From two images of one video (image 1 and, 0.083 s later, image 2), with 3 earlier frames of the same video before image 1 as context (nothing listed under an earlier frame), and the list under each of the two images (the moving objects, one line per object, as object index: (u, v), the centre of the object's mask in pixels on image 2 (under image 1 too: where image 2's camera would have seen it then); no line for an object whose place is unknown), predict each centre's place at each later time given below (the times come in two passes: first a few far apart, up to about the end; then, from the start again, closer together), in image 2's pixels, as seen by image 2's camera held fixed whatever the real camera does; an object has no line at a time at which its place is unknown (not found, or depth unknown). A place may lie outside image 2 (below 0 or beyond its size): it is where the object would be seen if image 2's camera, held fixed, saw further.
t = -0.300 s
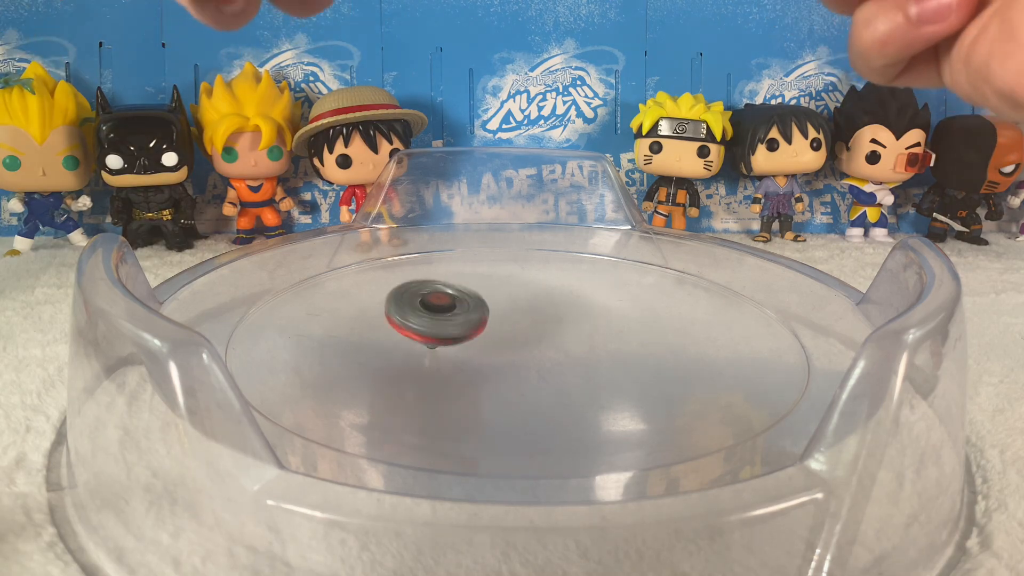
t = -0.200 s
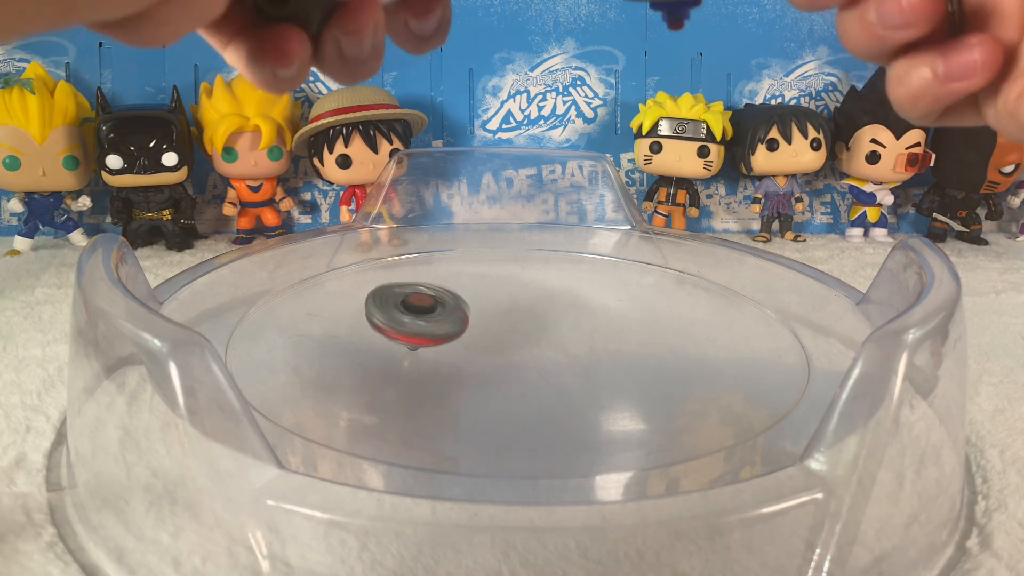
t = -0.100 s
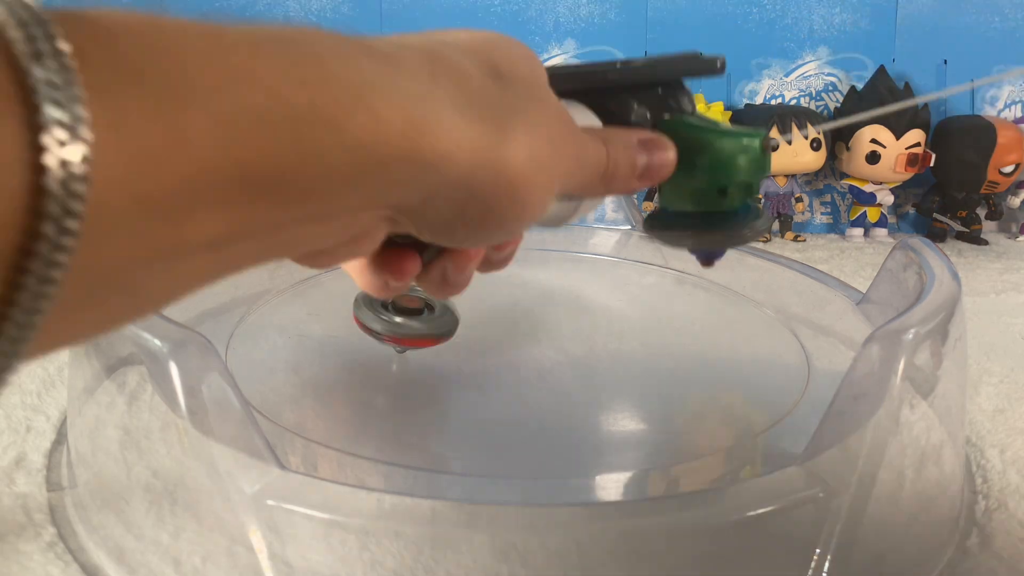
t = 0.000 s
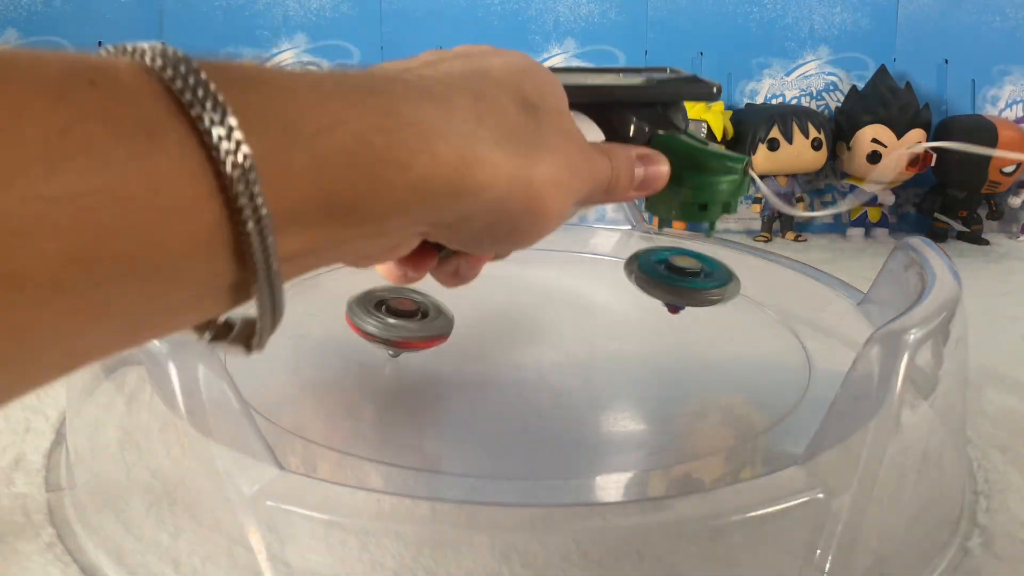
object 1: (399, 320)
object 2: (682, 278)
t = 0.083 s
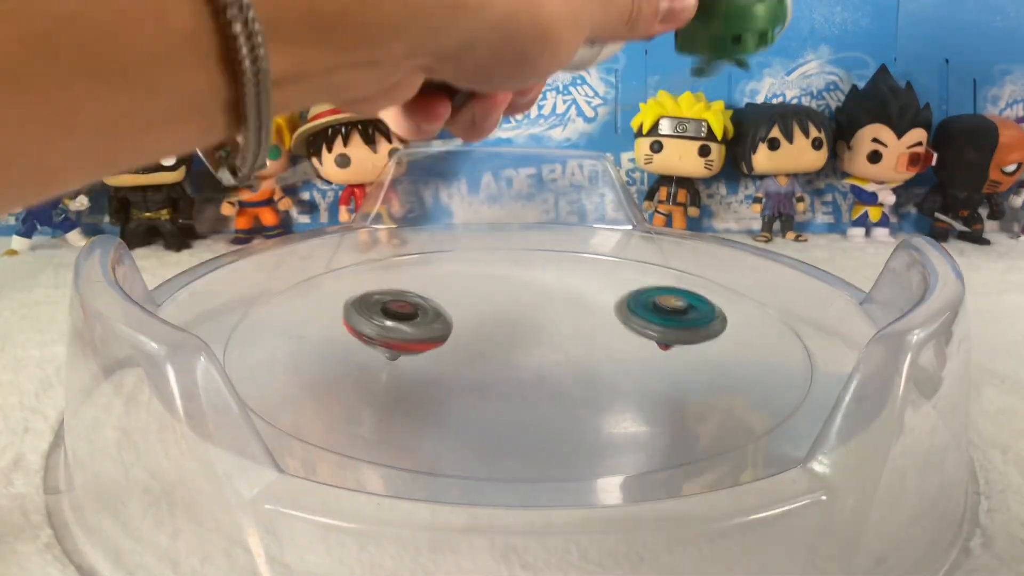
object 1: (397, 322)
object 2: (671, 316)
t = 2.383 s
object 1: (663, 344)
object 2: (514, 356)
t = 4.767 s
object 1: (396, 319)
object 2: (527, 324)
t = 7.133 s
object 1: (686, 324)
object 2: (463, 363)
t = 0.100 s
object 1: (397, 323)
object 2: (665, 304)
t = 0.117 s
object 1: (398, 324)
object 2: (659, 298)
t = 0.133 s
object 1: (399, 324)
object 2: (654, 298)
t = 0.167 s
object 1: (402, 327)
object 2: (642, 314)
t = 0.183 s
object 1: (404, 327)
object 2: (635, 301)
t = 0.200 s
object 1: (406, 329)
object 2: (629, 292)
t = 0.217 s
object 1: (408, 331)
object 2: (622, 288)
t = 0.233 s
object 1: (409, 332)
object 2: (615, 289)
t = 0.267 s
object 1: (412, 335)
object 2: (595, 278)
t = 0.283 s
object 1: (415, 337)
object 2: (585, 275)
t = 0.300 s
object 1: (416, 338)
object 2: (574, 272)
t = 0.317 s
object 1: (417, 339)
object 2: (564, 269)
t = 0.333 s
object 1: (419, 341)
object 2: (554, 266)
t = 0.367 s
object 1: (422, 344)
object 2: (532, 262)
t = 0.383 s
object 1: (424, 345)
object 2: (521, 261)
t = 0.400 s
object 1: (425, 346)
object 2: (510, 260)
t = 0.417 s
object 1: (427, 347)
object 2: (499, 260)
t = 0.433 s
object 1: (429, 349)
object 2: (488, 260)
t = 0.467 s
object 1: (434, 352)
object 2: (467, 263)
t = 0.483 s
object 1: (436, 353)
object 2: (457, 265)
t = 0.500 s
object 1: (439, 354)
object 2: (449, 268)
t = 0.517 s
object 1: (441, 356)
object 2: (440, 271)
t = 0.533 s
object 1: (444, 357)
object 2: (433, 275)
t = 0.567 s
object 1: (447, 359)
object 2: (420, 283)
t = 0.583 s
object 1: (449, 361)
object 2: (415, 288)
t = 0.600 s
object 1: (451, 362)
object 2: (411, 293)
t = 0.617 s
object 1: (453, 363)
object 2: (409, 299)
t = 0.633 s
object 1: (456, 364)
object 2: (409, 304)
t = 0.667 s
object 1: (460, 367)
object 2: (411, 314)
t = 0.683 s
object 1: (461, 368)
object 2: (414, 318)
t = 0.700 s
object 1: (464, 369)
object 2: (418, 322)
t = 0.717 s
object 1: (466, 370)
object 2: (423, 326)
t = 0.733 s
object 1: (473, 374)
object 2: (428, 328)
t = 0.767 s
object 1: (491, 386)
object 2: (438, 330)
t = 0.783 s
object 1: (499, 391)
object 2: (442, 331)
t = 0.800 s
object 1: (505, 395)
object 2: (445, 333)
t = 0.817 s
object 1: (510, 398)
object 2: (450, 334)
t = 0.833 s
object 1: (513, 400)
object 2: (454, 335)
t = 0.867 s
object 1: (516, 404)
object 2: (464, 338)
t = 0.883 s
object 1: (515, 405)
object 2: (470, 339)
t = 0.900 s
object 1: (513, 406)
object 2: (475, 340)
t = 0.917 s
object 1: (511, 407)
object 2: (481, 341)
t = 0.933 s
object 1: (507, 408)
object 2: (488, 341)
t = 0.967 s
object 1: (501, 408)
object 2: (499, 342)
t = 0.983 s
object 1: (497, 408)
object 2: (506, 342)
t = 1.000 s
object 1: (493, 408)
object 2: (512, 342)
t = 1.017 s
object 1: (490, 408)
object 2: (517, 341)
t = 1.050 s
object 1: (484, 408)
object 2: (528, 340)
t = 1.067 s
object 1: (481, 408)
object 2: (533, 339)
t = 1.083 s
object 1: (479, 407)
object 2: (537, 337)
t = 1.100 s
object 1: (478, 407)
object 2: (542, 337)
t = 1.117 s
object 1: (476, 406)
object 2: (546, 335)
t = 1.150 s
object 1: (473, 405)
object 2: (552, 333)
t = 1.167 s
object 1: (471, 404)
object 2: (555, 332)
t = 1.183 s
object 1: (469, 403)
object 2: (557, 330)
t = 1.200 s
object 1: (468, 402)
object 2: (558, 329)
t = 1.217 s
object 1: (466, 400)
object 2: (560, 328)
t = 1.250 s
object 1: (463, 397)
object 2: (562, 325)
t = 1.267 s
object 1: (463, 394)
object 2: (563, 324)
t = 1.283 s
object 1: (464, 392)
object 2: (564, 323)
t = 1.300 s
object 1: (466, 390)
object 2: (564, 321)
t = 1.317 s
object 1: (468, 388)
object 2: (564, 320)
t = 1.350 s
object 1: (477, 383)
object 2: (565, 318)
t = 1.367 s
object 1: (482, 381)
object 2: (564, 317)
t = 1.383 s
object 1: (487, 378)
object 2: (563, 316)
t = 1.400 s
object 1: (494, 376)
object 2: (563, 315)
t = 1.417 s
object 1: (500, 374)
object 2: (562, 314)
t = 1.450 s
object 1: (514, 369)
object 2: (560, 313)
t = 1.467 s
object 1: (522, 367)
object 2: (559, 312)
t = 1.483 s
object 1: (530, 365)
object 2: (558, 312)
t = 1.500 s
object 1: (539, 363)
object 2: (557, 311)
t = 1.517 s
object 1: (548, 361)
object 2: (555, 311)
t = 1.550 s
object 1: (566, 356)
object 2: (551, 309)
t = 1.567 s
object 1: (575, 354)
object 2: (549, 309)
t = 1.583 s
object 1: (584, 352)
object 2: (546, 310)
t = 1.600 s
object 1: (593, 350)
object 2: (545, 311)
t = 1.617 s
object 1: (602, 348)
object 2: (543, 311)
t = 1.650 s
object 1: (620, 344)
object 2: (541, 313)
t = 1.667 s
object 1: (628, 343)
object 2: (541, 314)
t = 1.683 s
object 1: (637, 341)
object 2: (540, 315)
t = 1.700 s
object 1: (645, 340)
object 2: (540, 315)
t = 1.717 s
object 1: (652, 339)
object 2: (539, 316)
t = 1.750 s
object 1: (665, 338)
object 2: (538, 318)
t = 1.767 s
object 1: (671, 337)
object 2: (538, 320)
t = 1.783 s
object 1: (676, 337)
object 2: (537, 321)
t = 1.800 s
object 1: (680, 337)
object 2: (536, 322)
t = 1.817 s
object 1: (683, 337)
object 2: (537, 323)
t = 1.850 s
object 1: (689, 337)
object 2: (537, 326)
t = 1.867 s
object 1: (691, 338)
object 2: (537, 327)
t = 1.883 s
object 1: (692, 338)
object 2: (537, 328)
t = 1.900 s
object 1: (693, 338)
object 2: (538, 329)
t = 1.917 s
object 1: (694, 338)
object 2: (539, 330)
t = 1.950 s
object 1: (694, 338)
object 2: (540, 333)
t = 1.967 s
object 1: (694, 338)
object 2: (542, 334)
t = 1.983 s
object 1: (694, 339)
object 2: (543, 335)
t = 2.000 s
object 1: (693, 339)
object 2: (545, 336)
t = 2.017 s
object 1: (691, 339)
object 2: (546, 337)
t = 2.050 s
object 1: (687, 339)
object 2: (549, 339)
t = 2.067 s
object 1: (684, 339)
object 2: (551, 340)
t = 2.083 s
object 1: (680, 339)
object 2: (553, 341)
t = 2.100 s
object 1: (677, 339)
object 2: (554, 342)
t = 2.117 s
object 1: (673, 339)
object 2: (556, 342)
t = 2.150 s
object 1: (677, 338)
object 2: (550, 341)
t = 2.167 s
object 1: (690, 337)
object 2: (538, 341)
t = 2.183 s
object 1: (698, 336)
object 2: (529, 340)
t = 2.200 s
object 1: (704, 336)
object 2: (523, 340)
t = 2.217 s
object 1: (706, 337)
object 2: (518, 341)
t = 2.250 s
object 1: (704, 338)
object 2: (512, 344)
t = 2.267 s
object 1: (701, 339)
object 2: (511, 346)
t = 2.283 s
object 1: (698, 340)
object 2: (510, 348)
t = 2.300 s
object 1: (694, 341)
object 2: (509, 349)
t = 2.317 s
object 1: (689, 342)
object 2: (509, 351)
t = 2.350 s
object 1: (677, 343)
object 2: (511, 354)
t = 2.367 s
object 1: (670, 344)
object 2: (512, 355)
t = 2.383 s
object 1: (663, 344)
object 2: (514, 356)
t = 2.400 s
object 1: (656, 344)
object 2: (516, 358)
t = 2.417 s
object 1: (649, 344)
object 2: (518, 359)
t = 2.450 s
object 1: (636, 343)
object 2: (521, 360)
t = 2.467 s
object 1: (638, 341)
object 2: (517, 360)
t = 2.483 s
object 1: (638, 339)
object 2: (513, 362)
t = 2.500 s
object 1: (636, 337)
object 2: (512, 362)
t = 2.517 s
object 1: (633, 336)
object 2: (512, 363)
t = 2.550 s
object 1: (627, 332)
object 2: (513, 365)
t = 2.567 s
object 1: (624, 331)
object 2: (515, 365)
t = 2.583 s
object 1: (621, 330)
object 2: (517, 366)
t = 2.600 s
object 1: (619, 328)
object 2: (518, 366)
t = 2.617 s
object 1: (616, 326)
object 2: (520, 367)
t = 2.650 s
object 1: (610, 323)
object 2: (523, 367)
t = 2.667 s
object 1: (607, 322)
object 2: (524, 368)
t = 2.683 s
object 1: (605, 320)
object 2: (526, 368)
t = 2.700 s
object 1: (602, 318)
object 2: (528, 368)
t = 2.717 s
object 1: (600, 316)
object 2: (529, 368)
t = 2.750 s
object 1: (596, 313)
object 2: (532, 368)
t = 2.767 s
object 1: (594, 311)
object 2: (533, 368)
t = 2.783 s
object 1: (592, 309)
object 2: (534, 367)
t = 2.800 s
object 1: (590, 308)
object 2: (534, 367)
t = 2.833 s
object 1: (586, 304)
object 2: (536, 366)
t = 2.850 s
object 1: (584, 303)
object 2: (536, 365)
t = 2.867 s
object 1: (582, 302)
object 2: (537, 365)
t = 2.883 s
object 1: (581, 300)
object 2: (537, 364)
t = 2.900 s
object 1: (579, 299)
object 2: (537, 364)
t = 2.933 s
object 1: (575, 297)
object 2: (538, 362)
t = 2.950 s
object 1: (573, 296)
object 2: (538, 361)
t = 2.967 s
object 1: (572, 295)
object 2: (538, 361)
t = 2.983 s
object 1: (570, 294)
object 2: (537, 360)
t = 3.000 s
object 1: (569, 293)
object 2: (537, 359)
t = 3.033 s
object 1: (566, 291)
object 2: (535, 358)
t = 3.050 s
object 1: (565, 290)
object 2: (534, 357)
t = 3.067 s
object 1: (563, 289)
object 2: (533, 357)
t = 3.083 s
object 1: (562, 288)
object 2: (531, 356)
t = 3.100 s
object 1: (560, 288)
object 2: (530, 356)
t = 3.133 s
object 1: (558, 286)
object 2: (526, 355)
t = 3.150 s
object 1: (556, 286)
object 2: (525, 355)
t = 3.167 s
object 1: (555, 285)
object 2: (523, 354)
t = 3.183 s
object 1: (553, 285)
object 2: (521, 354)
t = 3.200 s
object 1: (551, 285)
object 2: (519, 353)
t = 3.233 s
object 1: (548, 285)
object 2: (515, 353)
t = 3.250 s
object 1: (547, 285)
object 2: (513, 353)
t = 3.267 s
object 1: (545, 285)
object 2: (511, 352)
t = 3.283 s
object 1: (543, 285)
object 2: (509, 352)
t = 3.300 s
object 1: (541, 286)
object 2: (508, 352)
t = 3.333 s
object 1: (537, 286)
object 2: (504, 352)
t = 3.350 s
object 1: (534, 287)
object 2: (502, 352)
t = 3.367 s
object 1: (532, 288)
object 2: (500, 352)
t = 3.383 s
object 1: (529, 288)
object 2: (498, 351)
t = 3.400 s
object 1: (527, 289)
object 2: (496, 351)
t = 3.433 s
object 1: (521, 290)
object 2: (493, 351)
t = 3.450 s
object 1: (518, 291)
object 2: (491, 351)
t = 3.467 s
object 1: (515, 292)
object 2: (489, 351)
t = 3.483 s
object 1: (512, 293)
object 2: (488, 351)
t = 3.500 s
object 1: (508, 293)
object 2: (487, 351)
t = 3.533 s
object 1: (502, 294)
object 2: (485, 351)
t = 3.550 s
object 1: (498, 295)
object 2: (484, 352)
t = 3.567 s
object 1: (494, 295)
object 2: (484, 352)
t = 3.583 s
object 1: (491, 296)
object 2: (484, 352)
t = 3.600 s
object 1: (488, 296)
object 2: (483, 352)
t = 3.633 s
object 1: (481, 297)
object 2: (484, 352)
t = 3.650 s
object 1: (478, 297)
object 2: (484, 353)
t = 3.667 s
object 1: (475, 298)
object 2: (484, 353)
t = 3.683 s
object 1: (472, 298)
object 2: (484, 353)
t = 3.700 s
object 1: (469, 299)
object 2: (484, 353)
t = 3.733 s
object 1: (463, 300)
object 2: (484, 353)
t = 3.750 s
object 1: (460, 299)
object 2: (485, 354)
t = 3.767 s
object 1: (457, 299)
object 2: (487, 353)
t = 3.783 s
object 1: (453, 298)
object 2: (488, 355)
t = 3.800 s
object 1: (450, 298)
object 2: (489, 355)
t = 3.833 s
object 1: (445, 297)
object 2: (493, 355)
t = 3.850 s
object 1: (442, 297)
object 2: (495, 356)
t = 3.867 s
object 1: (440, 297)
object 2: (496, 355)
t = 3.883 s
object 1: (439, 297)
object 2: (497, 355)
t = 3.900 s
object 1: (437, 296)
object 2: (498, 355)
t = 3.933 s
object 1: (434, 297)
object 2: (499, 353)
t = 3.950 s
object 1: (433, 297)
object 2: (500, 352)
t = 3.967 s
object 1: (432, 297)
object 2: (500, 352)
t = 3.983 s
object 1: (431, 298)
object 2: (500, 351)
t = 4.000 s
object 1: (430, 298)
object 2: (500, 350)
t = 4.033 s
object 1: (429, 299)
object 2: (499, 349)
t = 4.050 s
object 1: (429, 300)
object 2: (499, 348)
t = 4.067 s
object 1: (428, 300)
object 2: (499, 348)
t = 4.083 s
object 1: (427, 301)
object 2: (499, 347)
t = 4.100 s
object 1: (427, 302)
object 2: (499, 347)
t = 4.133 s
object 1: (420, 300)
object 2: (505, 346)
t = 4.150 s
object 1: (414, 297)
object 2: (511, 349)
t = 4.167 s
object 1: (410, 295)
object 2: (515, 348)
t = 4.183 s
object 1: (406, 294)
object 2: (518, 350)
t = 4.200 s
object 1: (404, 293)
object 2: (521, 349)
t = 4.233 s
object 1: (404, 292)
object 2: (525, 347)
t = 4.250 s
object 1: (404, 291)
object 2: (526, 346)
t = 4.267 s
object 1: (404, 291)
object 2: (527, 344)
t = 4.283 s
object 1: (405, 291)
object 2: (528, 343)
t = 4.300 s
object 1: (407, 291)
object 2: (528, 342)
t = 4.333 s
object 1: (410, 293)
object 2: (527, 340)
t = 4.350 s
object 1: (413, 294)
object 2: (527, 340)
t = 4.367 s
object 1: (414, 295)
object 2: (527, 339)
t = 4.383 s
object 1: (417, 296)
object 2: (527, 338)
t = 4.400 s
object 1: (420, 297)
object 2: (527, 337)
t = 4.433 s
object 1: (425, 301)
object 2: (526, 335)
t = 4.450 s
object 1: (427, 302)
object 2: (525, 334)
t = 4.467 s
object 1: (429, 304)
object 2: (524, 334)
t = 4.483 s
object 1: (429, 304)
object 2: (527, 333)
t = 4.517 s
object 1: (425, 306)
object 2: (530, 332)
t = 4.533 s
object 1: (425, 306)
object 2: (531, 333)
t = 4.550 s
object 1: (424, 308)
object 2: (531, 331)
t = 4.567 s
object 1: (425, 309)
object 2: (531, 331)
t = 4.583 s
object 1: (425, 310)
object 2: (529, 330)
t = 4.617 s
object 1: (418, 312)
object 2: (531, 327)
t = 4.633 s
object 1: (412, 312)
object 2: (534, 327)
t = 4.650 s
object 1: (409, 313)
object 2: (535, 326)
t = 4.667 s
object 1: (406, 314)
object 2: (535, 326)
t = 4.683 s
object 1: (404, 315)
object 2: (535, 326)
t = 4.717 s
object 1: (400, 317)
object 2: (533, 325)
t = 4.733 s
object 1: (398, 318)
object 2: (531, 324)
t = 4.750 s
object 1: (397, 318)
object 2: (529, 324)
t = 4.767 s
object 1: (396, 319)
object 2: (527, 324)
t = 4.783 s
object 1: (394, 320)
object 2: (525, 324)
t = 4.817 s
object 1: (393, 322)
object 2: (522, 323)
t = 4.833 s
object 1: (393, 323)
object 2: (520, 323)
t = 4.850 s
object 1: (392, 324)
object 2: (518, 323)
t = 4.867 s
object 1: (392, 324)
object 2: (517, 323)
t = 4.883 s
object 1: (392, 325)
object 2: (515, 323)
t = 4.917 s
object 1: (392, 328)
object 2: (511, 324)
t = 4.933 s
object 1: (393, 329)
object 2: (508, 324)
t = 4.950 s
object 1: (394, 330)
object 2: (507, 325)
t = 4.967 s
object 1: (395, 331)
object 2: (505, 326)
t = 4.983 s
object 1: (395, 332)
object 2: (505, 327)
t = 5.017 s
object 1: (398, 335)
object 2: (505, 329)
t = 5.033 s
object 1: (400, 336)
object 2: (505, 329)
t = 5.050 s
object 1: (401, 338)
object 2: (505, 330)
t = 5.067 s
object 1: (403, 339)
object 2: (505, 331)
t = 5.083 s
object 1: (405, 340)
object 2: (506, 332)
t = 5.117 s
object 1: (409, 343)
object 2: (508, 334)
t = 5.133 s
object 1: (412, 345)
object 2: (510, 335)
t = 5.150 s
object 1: (415, 346)
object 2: (511, 335)
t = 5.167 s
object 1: (417, 348)
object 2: (512, 335)
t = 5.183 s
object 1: (420, 349)
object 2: (513, 336)
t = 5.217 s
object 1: (426, 352)
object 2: (518, 337)
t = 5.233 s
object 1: (429, 354)
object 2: (519, 336)
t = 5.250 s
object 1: (433, 355)
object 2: (520, 337)
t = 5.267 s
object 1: (436, 357)
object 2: (522, 337)
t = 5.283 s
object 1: (439, 358)
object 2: (524, 337)
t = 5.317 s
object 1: (444, 361)
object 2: (527, 338)
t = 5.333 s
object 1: (446, 362)
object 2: (529, 338)
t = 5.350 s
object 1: (449, 364)
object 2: (529, 338)
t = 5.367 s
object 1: (453, 365)
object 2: (531, 339)
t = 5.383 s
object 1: (455, 366)
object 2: (532, 339)
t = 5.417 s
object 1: (462, 368)
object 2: (536, 339)
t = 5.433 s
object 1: (466, 369)
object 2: (537, 339)
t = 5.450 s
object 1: (468, 370)
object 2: (537, 339)
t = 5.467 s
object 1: (471, 371)
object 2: (539, 339)
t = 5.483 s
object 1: (475, 371)
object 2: (540, 339)
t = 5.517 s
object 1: (481, 373)
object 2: (542, 339)
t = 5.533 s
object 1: (485, 374)
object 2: (542, 338)
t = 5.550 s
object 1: (489, 375)
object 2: (543, 339)
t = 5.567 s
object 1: (491, 375)
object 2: (544, 339)
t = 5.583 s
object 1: (494, 375)
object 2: (546, 339)
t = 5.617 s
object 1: (502, 376)
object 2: (547, 338)
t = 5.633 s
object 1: (504, 376)
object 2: (547, 338)
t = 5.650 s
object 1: (507, 377)
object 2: (548, 338)
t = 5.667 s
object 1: (511, 377)
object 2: (549, 338)
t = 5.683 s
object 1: (514, 377)
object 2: (549, 337)
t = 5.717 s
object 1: (521, 378)
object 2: (550, 337)
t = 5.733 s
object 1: (524, 378)
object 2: (552, 336)
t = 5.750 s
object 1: (527, 378)
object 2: (552, 336)
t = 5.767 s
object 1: (531, 377)
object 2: (552, 335)
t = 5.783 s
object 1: (533, 379)
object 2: (552, 336)
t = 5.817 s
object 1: (538, 379)
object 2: (554, 335)
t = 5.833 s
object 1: (543, 378)
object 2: (554, 334)
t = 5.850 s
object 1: (546, 378)
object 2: (554, 334)
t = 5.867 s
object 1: (547, 379)
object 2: (554, 335)
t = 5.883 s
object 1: (551, 378)
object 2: (554, 334)
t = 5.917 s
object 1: (556, 378)
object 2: (552, 334)
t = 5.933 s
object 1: (559, 376)
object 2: (550, 333)
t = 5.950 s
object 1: (562, 376)
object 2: (550, 334)
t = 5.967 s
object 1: (564, 376)
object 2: (549, 333)
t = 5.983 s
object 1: (567, 375)
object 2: (547, 333)
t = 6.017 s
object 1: (573, 375)
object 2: (544, 333)
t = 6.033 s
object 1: (575, 375)
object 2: (543, 333)
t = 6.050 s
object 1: (578, 374)
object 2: (542, 333)
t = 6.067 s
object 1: (580, 374)
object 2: (540, 333)
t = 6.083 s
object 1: (581, 373)
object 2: (539, 333)
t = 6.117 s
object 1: (586, 372)
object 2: (535, 333)
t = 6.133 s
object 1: (588, 371)
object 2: (534, 334)
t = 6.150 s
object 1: (589, 370)
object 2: (533, 334)
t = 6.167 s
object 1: (592, 369)
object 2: (531, 334)
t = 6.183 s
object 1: (593, 369)
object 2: (529, 335)
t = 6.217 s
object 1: (597, 367)
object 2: (527, 336)
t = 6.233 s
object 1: (599, 366)
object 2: (525, 337)
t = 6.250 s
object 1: (600, 366)
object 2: (523, 336)
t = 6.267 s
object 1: (602, 365)
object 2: (522, 337)
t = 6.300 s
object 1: (605, 364)
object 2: (521, 337)
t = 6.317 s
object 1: (606, 363)
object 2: (519, 337)
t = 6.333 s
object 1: (607, 362)
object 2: (518, 338)
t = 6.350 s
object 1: (608, 362)
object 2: (518, 338)
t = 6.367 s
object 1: (608, 361)
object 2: (517, 338)
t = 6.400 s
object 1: (610, 359)
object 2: (516, 339)
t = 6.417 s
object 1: (610, 358)
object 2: (514, 340)
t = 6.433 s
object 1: (611, 357)
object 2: (513, 340)
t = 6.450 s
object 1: (612, 356)
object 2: (513, 340)
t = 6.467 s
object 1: (612, 355)
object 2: (511, 340)
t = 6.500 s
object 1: (613, 353)
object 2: (511, 341)
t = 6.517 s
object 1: (625, 351)
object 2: (503, 338)
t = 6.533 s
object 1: (640, 353)
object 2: (493, 337)
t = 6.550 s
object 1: (651, 353)
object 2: (485, 338)
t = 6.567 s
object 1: (659, 353)
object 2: (478, 338)
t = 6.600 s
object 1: (670, 352)
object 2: (466, 341)
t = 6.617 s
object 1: (674, 352)
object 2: (462, 342)
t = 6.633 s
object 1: (677, 352)
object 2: (458, 343)
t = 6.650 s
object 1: (680, 352)
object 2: (456, 344)
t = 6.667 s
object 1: (682, 353)
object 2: (456, 346)
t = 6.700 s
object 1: (684, 353)
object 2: (455, 349)
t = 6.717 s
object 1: (683, 353)
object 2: (456, 350)
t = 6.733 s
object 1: (683, 354)
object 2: (457, 351)
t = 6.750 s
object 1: (683, 354)
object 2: (458, 352)
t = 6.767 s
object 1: (681, 355)
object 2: (460, 353)
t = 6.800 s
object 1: (677, 355)
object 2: (464, 356)
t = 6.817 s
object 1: (673, 356)
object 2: (466, 356)
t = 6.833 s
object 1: (670, 355)
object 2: (468, 357)
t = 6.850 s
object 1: (666, 356)
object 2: (470, 358)
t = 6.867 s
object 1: (661, 356)
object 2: (473, 359)
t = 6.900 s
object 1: (652, 355)
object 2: (479, 360)
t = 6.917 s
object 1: (648, 355)
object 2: (481, 360)
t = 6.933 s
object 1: (643, 354)
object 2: (484, 361)
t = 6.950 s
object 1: (638, 354)
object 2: (487, 361)
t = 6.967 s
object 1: (633, 353)
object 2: (489, 361)
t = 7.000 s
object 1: (623, 351)
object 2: (496, 362)
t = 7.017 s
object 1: (618, 350)
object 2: (499, 362)
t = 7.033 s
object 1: (619, 347)
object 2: (497, 363)
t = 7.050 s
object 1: (636, 342)
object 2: (487, 358)
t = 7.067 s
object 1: (652, 337)
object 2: (476, 358)
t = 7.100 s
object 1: (674, 330)
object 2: (464, 360)
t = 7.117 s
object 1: (681, 327)
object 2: (463, 364)
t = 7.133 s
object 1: (686, 324)
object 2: (463, 363)
